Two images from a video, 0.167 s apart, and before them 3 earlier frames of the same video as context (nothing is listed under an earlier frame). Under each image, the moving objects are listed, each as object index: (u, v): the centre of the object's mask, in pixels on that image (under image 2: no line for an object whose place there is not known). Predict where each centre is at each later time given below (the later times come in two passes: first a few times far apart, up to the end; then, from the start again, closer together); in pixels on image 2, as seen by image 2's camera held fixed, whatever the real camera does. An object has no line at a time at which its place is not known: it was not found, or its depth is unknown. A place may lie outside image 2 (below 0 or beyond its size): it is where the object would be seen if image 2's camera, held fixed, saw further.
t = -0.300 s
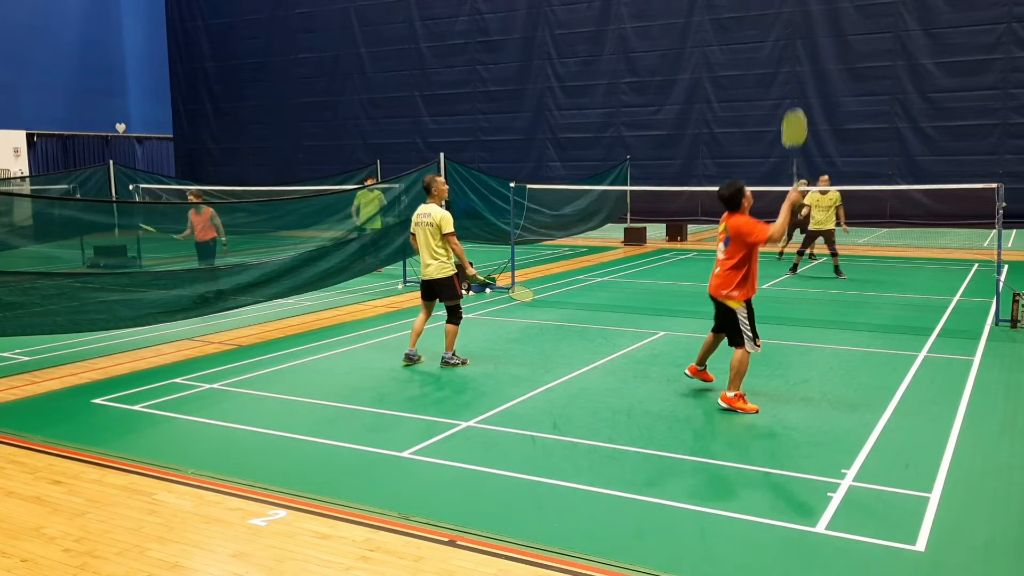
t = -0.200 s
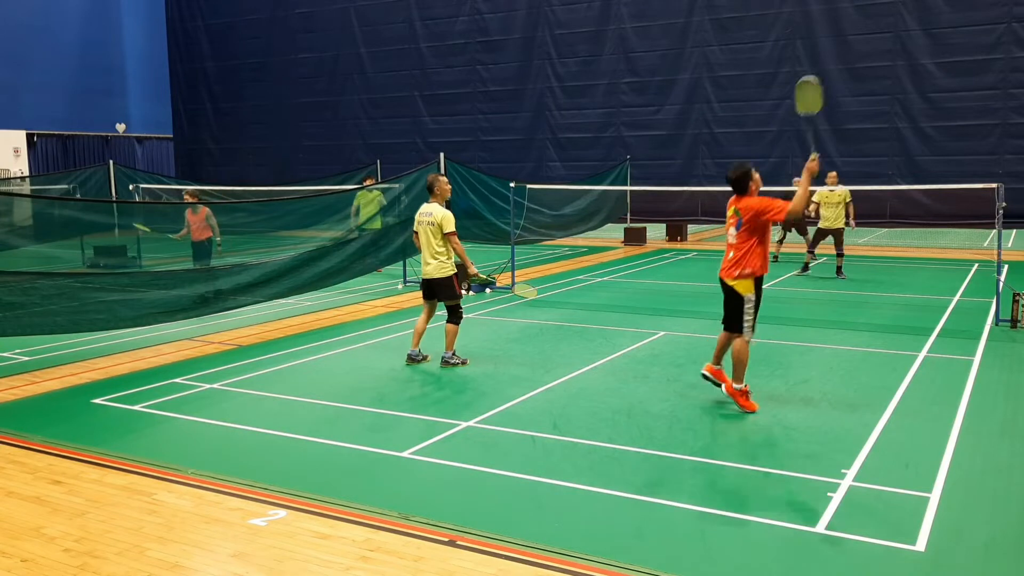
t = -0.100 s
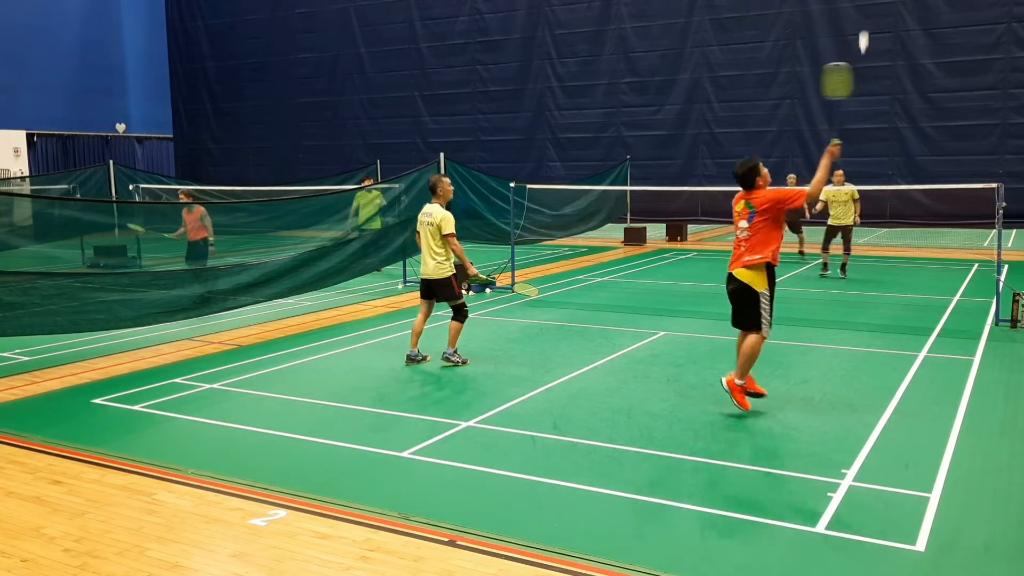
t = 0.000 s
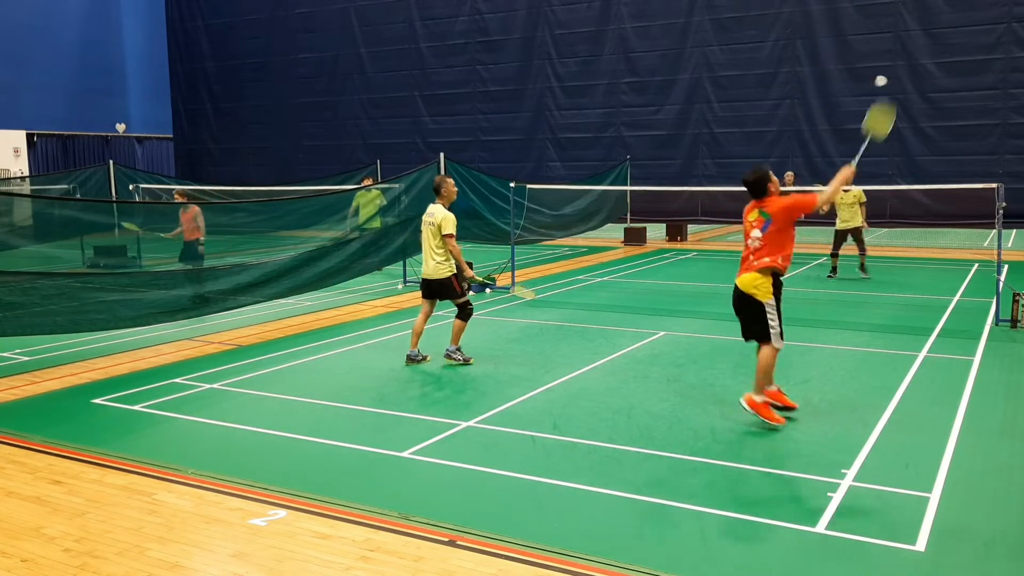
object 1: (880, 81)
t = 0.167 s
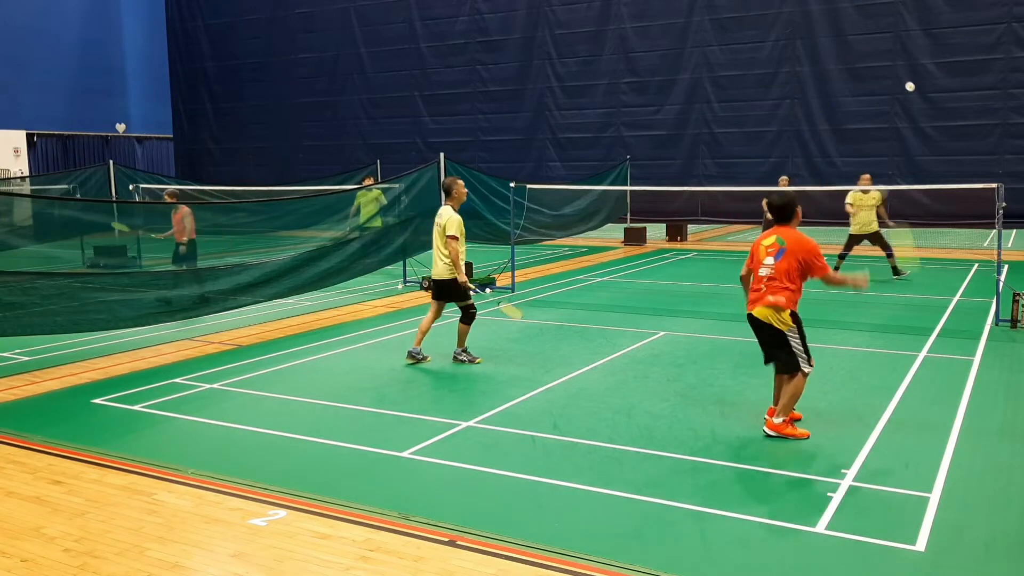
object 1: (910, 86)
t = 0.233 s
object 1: (917, 96)
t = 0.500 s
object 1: (937, 155)
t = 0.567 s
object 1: (940, 173)
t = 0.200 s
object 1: (914, 91)
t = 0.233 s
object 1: (917, 96)
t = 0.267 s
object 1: (920, 102)
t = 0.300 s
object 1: (923, 108)
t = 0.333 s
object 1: (926, 115)
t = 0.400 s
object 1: (930, 130)
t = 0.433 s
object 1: (933, 137)
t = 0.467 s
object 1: (935, 146)
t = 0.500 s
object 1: (937, 155)
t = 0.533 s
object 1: (938, 163)
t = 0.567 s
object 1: (940, 173)
